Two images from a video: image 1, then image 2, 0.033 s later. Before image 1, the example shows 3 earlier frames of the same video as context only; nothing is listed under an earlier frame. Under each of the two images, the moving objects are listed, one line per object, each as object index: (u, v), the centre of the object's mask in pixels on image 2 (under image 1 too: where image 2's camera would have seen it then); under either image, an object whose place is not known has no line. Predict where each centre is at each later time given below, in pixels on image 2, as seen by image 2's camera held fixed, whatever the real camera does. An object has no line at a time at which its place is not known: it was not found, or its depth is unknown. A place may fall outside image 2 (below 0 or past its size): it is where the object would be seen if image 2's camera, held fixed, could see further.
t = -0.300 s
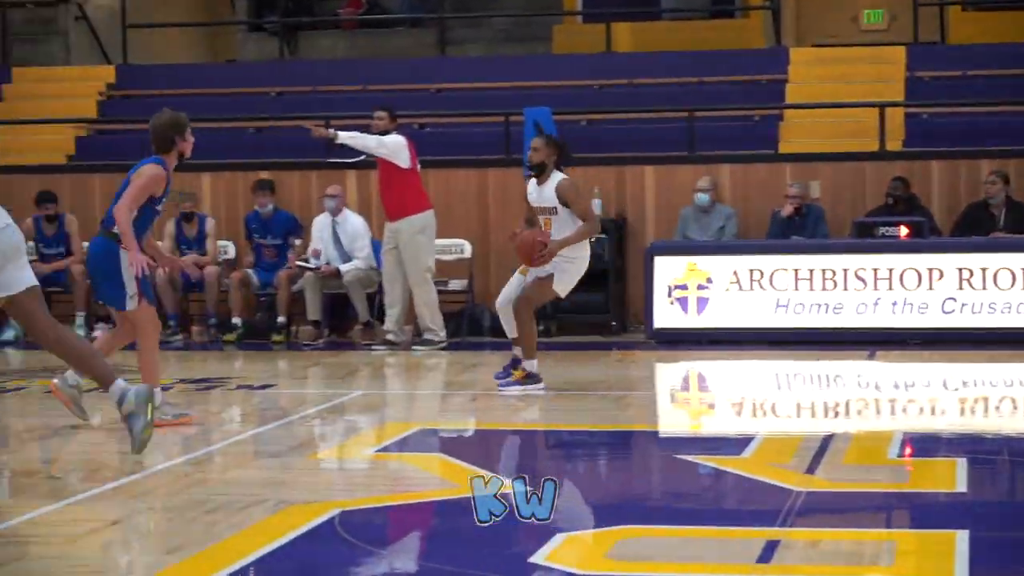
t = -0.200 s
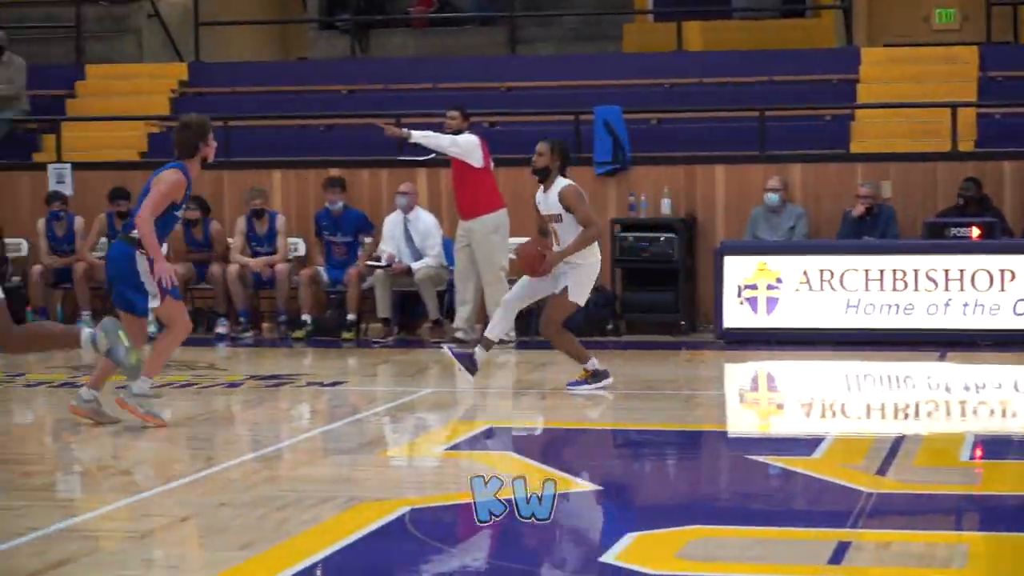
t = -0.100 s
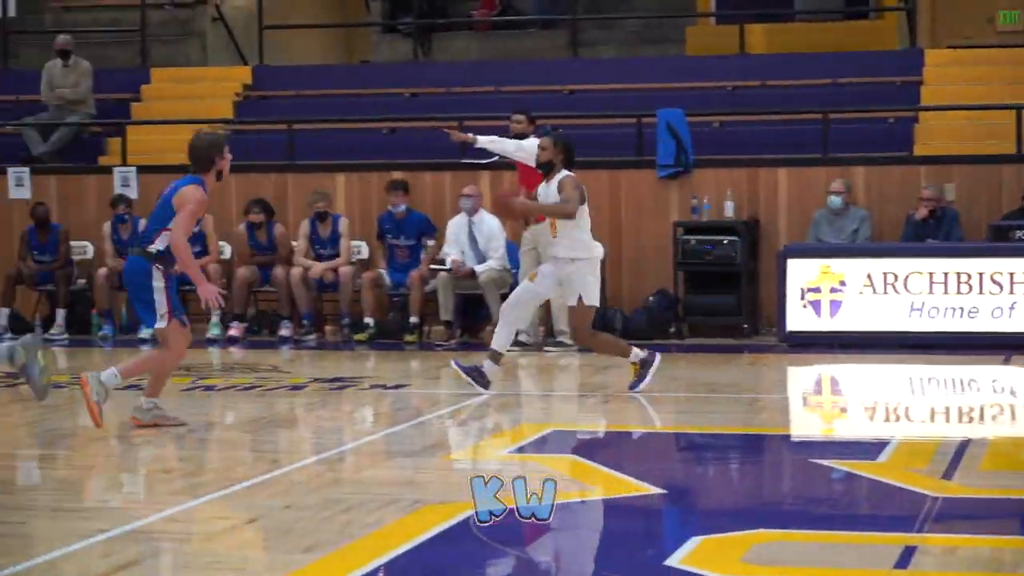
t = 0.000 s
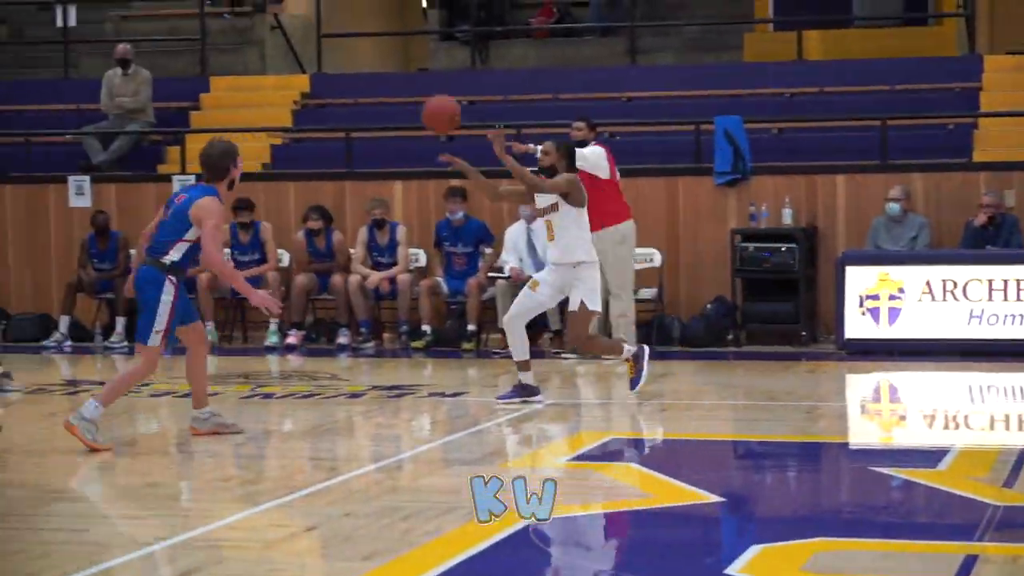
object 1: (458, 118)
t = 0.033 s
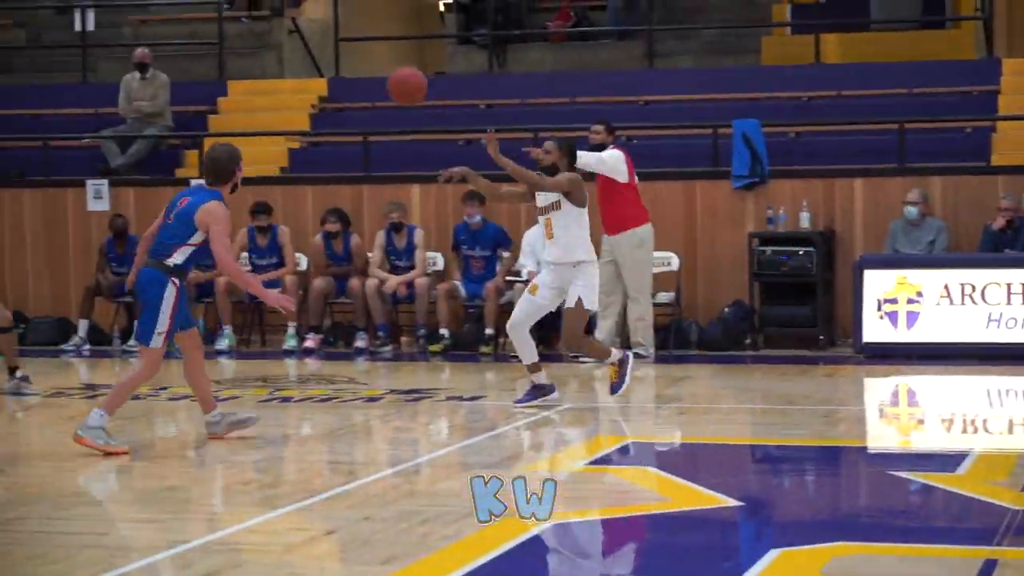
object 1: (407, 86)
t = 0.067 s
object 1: (355, 54)
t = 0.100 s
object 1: (302, 24)
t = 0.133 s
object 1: (250, -5)
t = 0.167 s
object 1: (195, -35)
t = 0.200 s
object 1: (137, -65)
